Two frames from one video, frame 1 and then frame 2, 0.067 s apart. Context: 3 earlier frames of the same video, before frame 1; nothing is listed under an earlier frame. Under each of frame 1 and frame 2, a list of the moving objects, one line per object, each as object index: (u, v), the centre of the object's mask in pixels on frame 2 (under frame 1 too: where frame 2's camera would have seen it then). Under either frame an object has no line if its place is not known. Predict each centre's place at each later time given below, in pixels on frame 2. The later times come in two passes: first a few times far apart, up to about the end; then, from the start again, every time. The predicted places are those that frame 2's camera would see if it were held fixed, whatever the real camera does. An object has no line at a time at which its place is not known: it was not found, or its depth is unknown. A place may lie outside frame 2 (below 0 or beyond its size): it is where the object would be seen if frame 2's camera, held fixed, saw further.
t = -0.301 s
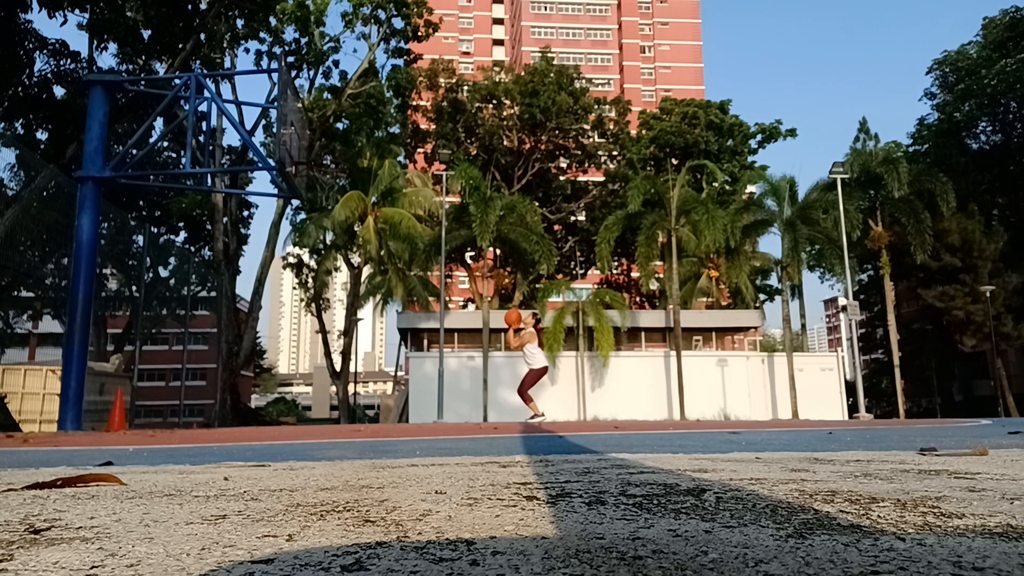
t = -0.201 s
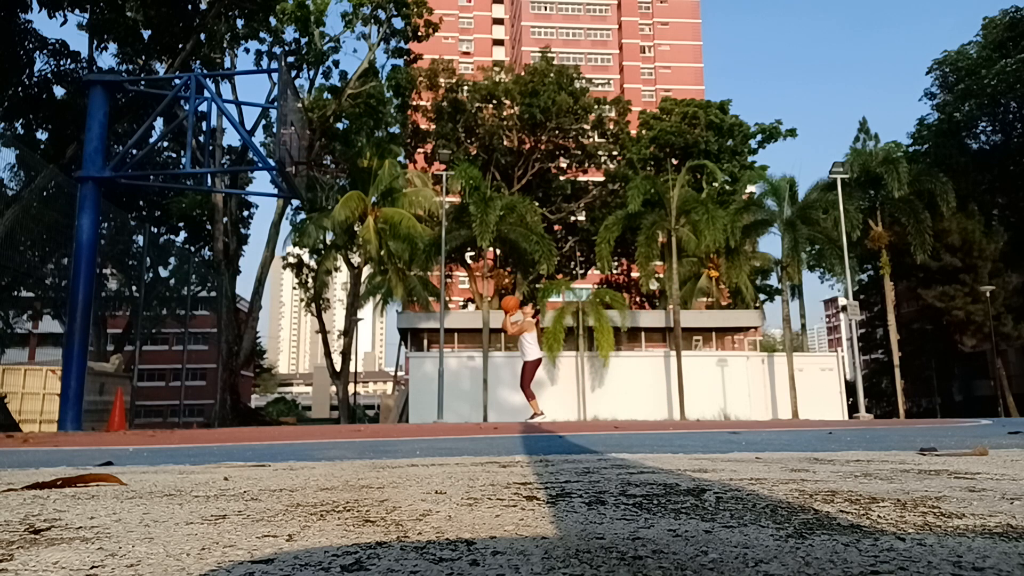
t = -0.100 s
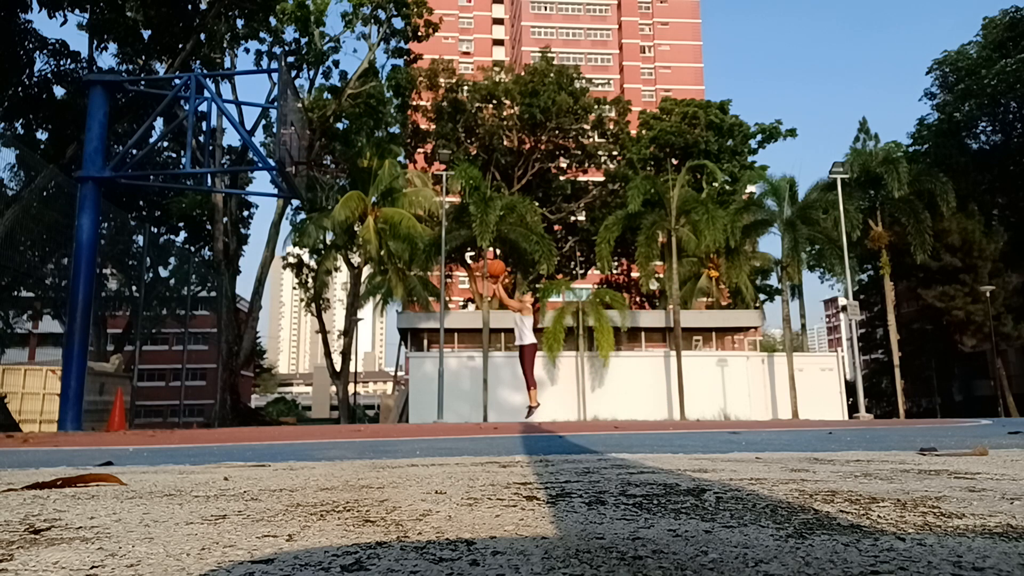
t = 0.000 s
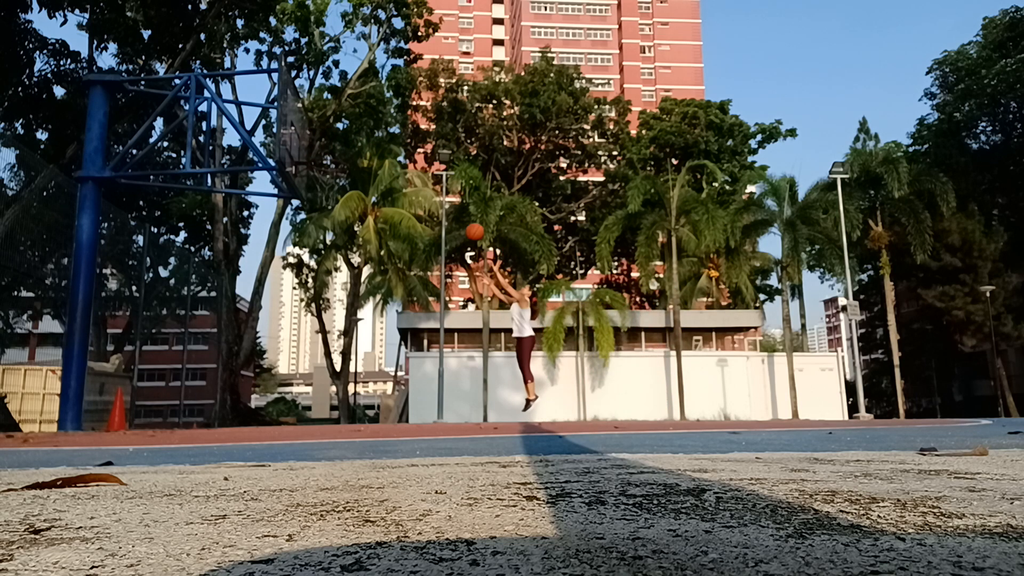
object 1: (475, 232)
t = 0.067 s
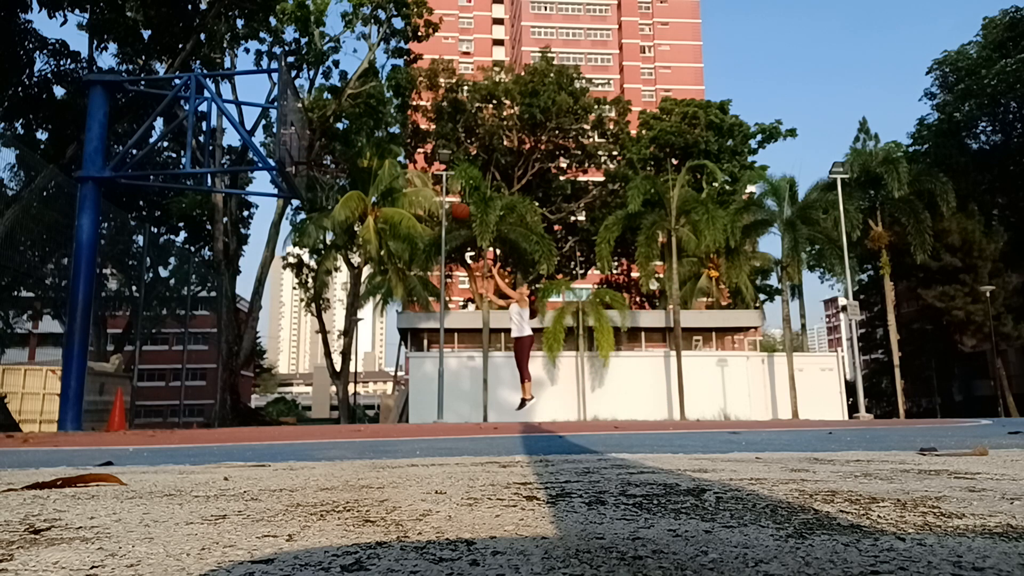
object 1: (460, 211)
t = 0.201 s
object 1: (431, 180)
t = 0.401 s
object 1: (386, 156)
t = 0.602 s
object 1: (338, 160)
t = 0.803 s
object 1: (323, 155)
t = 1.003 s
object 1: (340, 150)
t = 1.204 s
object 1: (352, 153)
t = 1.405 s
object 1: (363, 182)
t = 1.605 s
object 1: (373, 246)
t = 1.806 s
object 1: (382, 349)
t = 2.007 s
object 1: (394, 361)
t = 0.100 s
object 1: (453, 203)
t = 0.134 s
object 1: (446, 195)
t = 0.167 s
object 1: (439, 187)
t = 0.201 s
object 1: (431, 180)
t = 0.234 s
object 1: (424, 174)
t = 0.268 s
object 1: (416, 169)
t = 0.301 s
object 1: (408, 165)
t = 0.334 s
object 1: (401, 161)
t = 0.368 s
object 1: (393, 158)
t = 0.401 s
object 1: (386, 156)
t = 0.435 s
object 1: (378, 155)
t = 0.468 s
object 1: (369, 155)
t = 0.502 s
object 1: (362, 155)
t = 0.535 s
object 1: (353, 157)
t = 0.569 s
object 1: (345, 159)
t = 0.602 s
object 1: (338, 160)
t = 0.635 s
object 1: (332, 159)
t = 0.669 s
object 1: (327, 160)
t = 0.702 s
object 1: (321, 160)
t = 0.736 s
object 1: (321, 159)
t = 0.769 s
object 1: (322, 157)
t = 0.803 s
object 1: (323, 155)
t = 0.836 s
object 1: (325, 154)
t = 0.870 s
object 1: (329, 151)
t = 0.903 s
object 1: (331, 149)
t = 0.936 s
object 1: (334, 148)
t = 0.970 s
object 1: (337, 149)
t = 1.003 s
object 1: (340, 150)
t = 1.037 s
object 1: (343, 151)
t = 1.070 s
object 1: (345, 152)
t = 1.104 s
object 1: (347, 151)
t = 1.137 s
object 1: (349, 151)
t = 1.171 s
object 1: (350, 152)
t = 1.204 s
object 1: (352, 153)
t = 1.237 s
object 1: (354, 156)
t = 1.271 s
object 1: (356, 159)
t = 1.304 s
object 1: (357, 163)
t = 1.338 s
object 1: (360, 168)
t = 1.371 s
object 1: (361, 175)
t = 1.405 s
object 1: (363, 182)
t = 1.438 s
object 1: (365, 191)
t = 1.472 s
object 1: (366, 200)
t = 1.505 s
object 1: (368, 211)
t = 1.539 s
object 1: (369, 220)
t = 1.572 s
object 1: (371, 233)
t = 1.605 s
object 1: (373, 246)
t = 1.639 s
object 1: (375, 260)
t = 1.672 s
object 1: (377, 276)
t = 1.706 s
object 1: (378, 292)
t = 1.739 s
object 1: (380, 310)
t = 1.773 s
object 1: (381, 329)
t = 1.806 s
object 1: (382, 349)
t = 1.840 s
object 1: (384, 370)
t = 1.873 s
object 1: (386, 393)
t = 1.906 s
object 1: (387, 415)
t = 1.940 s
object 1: (389, 397)
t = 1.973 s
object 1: (391, 378)
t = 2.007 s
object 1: (394, 361)
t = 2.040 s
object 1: (396, 345)
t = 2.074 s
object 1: (398, 330)
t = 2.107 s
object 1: (401, 316)
